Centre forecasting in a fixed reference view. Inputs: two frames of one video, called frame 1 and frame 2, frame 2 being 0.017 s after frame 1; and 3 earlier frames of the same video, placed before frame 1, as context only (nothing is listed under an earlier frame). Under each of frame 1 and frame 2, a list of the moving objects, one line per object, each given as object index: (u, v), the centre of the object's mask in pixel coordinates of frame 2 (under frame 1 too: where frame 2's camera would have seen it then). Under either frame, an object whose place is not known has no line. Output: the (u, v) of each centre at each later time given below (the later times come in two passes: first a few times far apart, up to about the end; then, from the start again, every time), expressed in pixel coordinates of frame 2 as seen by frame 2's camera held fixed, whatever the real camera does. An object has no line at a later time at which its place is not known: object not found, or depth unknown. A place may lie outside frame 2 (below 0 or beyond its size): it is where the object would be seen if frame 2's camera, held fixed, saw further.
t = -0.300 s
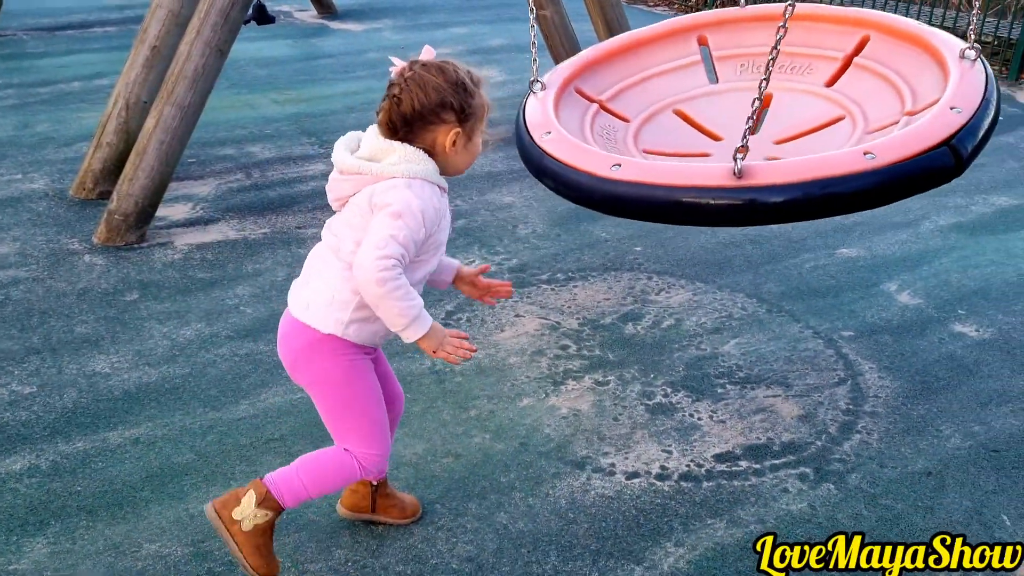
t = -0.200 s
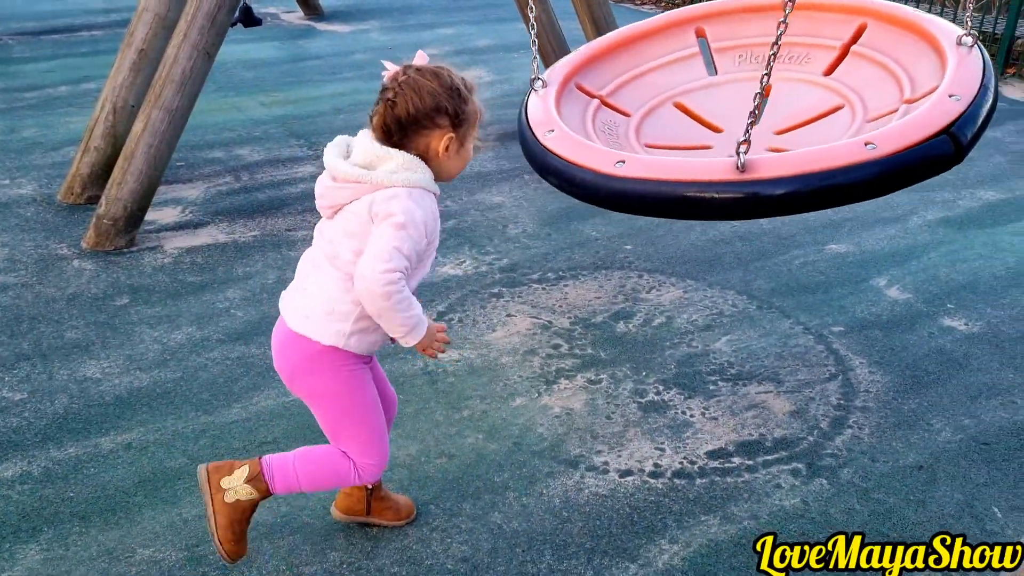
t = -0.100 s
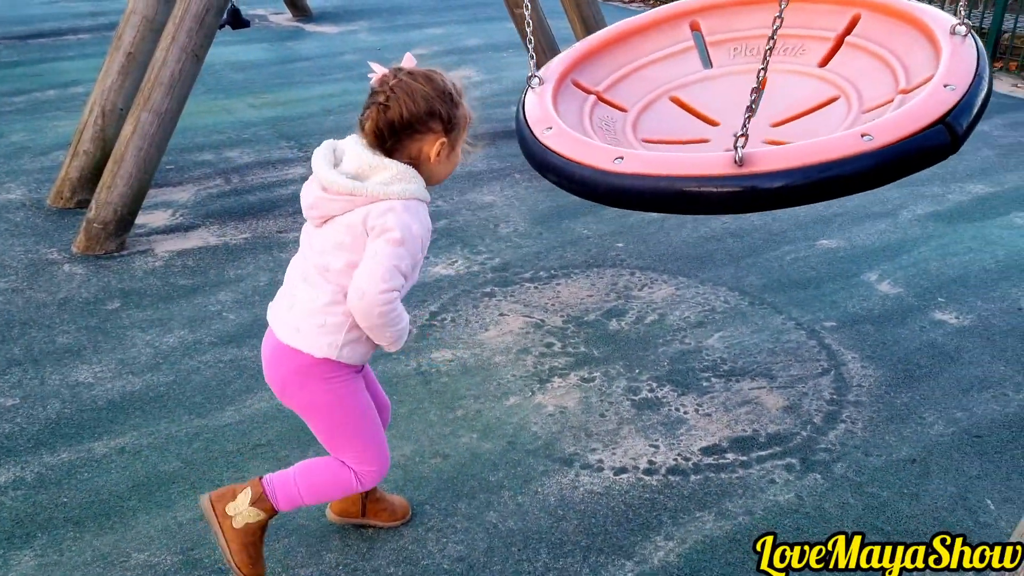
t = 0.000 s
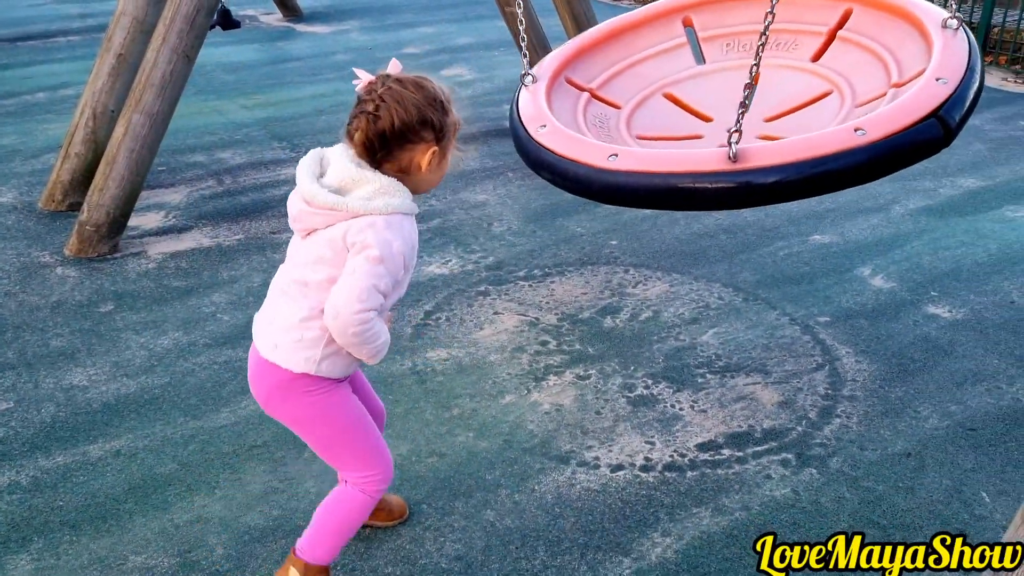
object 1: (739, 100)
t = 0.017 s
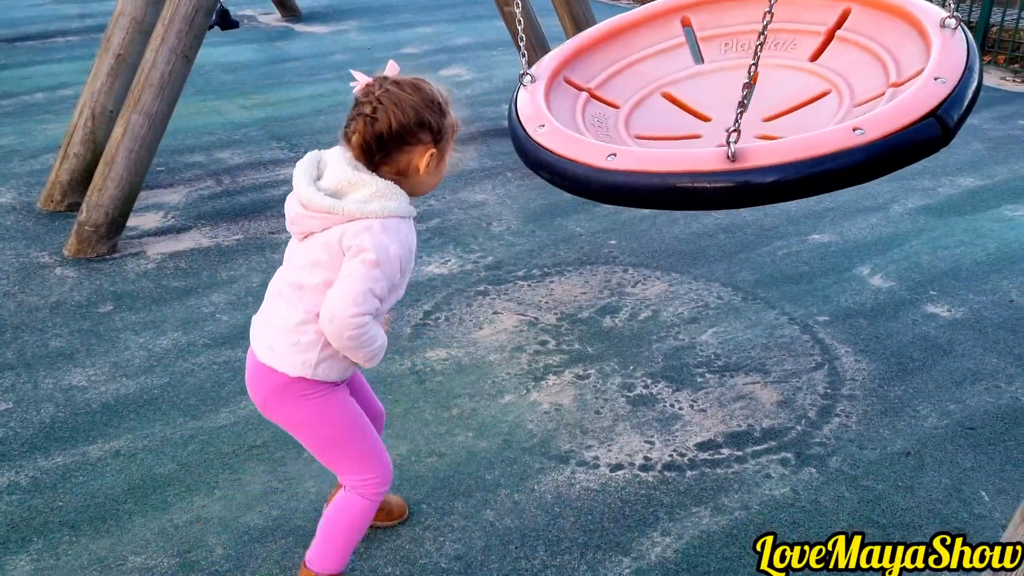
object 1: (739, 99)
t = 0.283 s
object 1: (718, 112)
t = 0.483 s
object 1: (676, 127)
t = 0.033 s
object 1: (749, 103)
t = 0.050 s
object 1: (738, 99)
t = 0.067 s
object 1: (745, 103)
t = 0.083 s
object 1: (744, 103)
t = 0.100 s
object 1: (739, 103)
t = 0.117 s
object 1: (741, 105)
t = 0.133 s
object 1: (732, 101)
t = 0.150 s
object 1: (729, 103)
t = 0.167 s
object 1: (736, 108)
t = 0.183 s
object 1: (725, 104)
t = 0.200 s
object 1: (729, 107)
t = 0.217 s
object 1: (727, 108)
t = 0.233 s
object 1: (725, 109)
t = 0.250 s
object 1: (723, 110)
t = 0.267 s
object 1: (720, 111)
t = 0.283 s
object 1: (718, 112)
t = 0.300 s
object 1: (715, 113)
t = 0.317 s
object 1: (712, 114)
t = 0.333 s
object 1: (709, 115)
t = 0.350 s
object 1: (706, 116)
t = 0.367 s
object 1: (702, 117)
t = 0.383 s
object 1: (699, 118)
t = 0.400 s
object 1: (696, 120)
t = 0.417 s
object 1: (692, 121)
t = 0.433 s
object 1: (688, 122)
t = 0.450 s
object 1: (684, 123)
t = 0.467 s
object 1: (680, 125)
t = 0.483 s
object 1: (676, 127)
